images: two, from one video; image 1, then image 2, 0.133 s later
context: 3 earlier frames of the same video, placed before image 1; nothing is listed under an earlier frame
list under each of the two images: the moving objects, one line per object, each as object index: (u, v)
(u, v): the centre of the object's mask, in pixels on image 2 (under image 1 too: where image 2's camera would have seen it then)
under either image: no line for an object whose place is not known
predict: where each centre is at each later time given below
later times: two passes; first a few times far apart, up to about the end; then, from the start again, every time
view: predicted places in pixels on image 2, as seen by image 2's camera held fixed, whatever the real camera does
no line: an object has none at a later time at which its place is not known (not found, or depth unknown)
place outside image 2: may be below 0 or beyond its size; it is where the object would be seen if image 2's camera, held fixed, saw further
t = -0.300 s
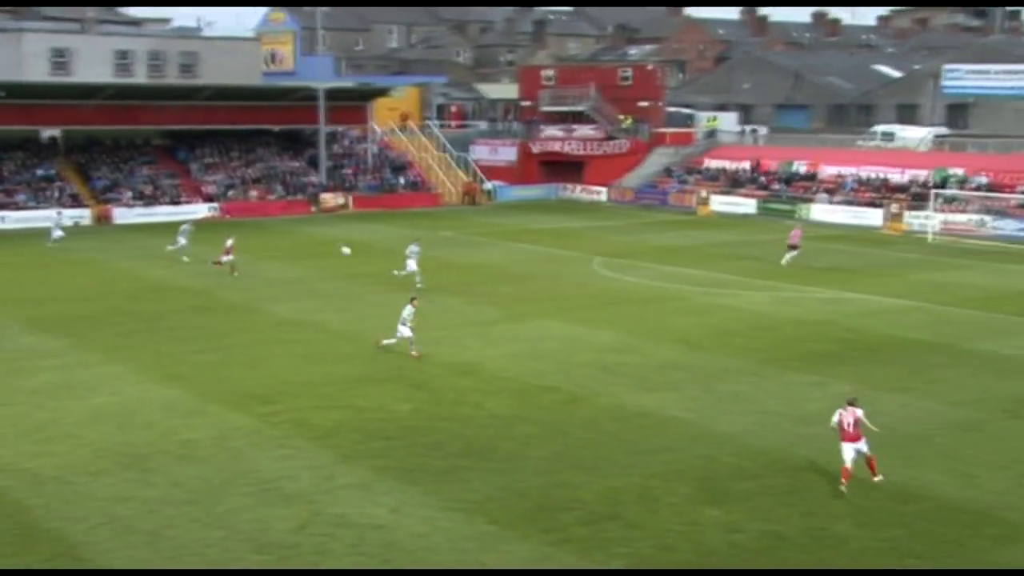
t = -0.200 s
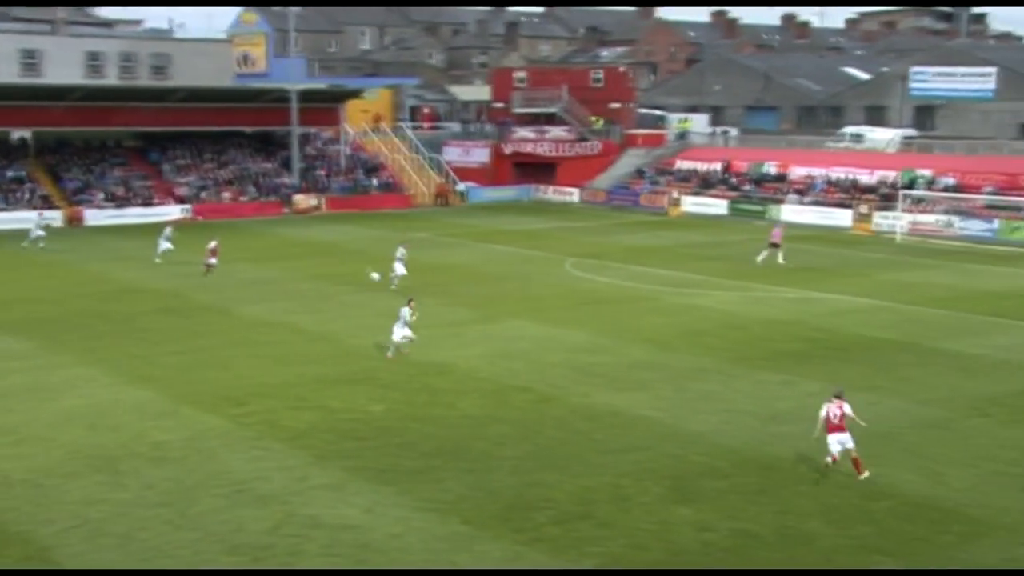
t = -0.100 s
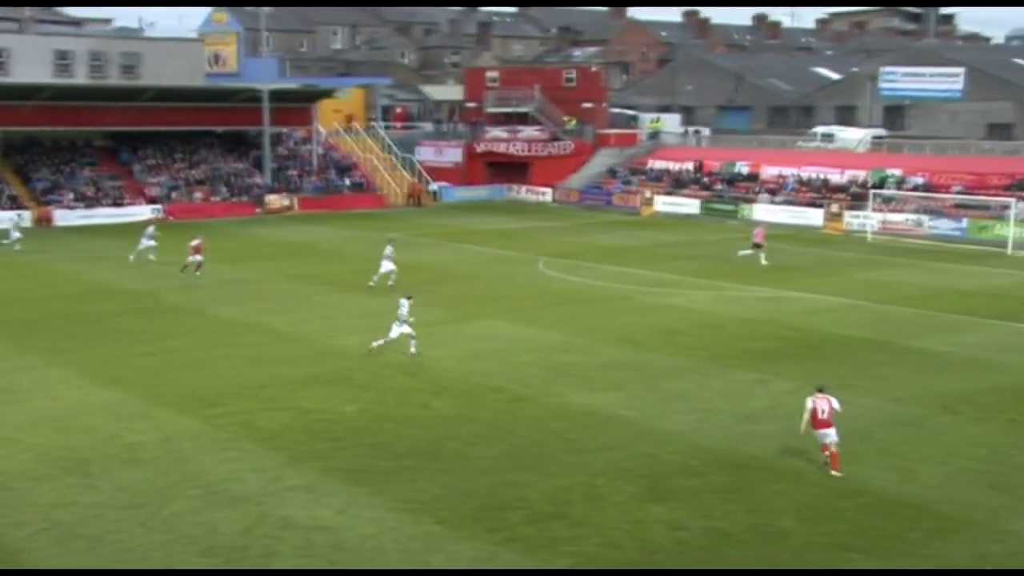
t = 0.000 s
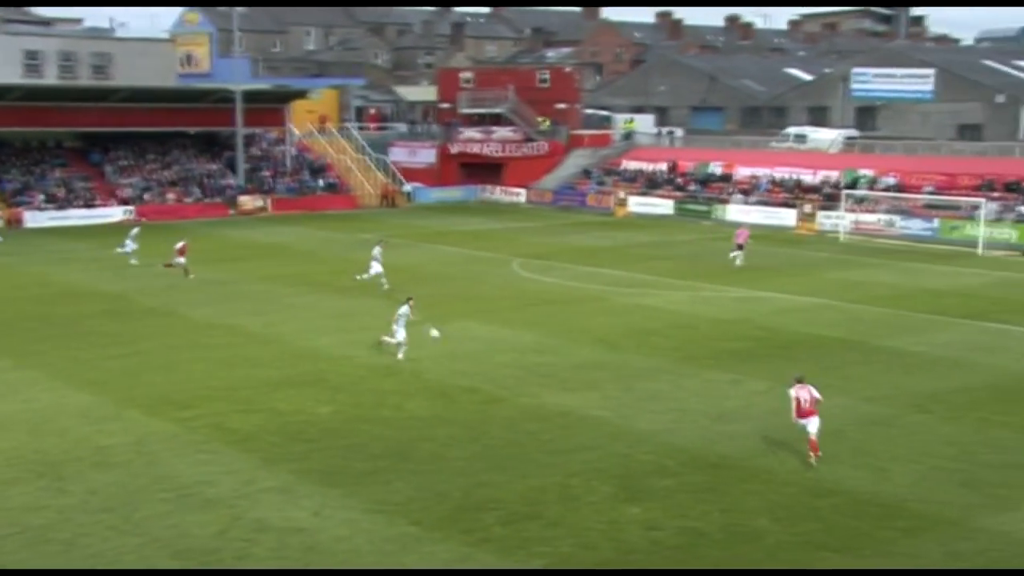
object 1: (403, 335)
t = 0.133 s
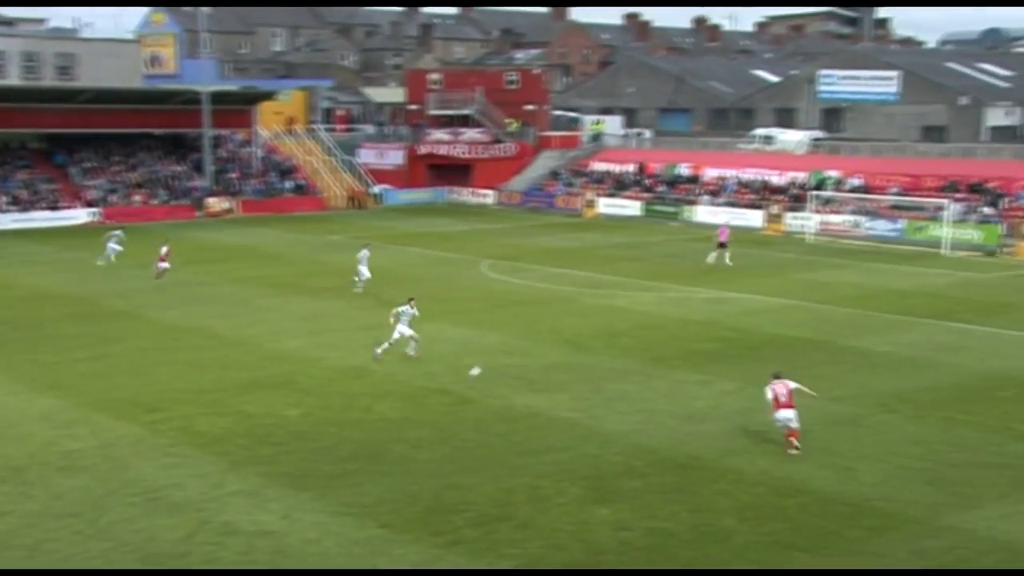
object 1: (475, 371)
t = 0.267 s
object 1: (528, 347)
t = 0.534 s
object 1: (637, 323)
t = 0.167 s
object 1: (487, 365)
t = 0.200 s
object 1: (501, 358)
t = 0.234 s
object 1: (514, 352)
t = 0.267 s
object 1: (528, 347)
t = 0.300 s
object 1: (542, 342)
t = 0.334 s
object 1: (555, 338)
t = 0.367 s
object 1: (568, 334)
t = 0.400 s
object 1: (582, 330)
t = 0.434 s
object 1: (596, 328)
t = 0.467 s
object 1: (608, 325)
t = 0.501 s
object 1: (623, 324)
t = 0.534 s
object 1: (637, 323)
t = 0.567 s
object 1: (650, 322)
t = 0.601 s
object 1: (664, 322)
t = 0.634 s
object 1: (678, 322)
